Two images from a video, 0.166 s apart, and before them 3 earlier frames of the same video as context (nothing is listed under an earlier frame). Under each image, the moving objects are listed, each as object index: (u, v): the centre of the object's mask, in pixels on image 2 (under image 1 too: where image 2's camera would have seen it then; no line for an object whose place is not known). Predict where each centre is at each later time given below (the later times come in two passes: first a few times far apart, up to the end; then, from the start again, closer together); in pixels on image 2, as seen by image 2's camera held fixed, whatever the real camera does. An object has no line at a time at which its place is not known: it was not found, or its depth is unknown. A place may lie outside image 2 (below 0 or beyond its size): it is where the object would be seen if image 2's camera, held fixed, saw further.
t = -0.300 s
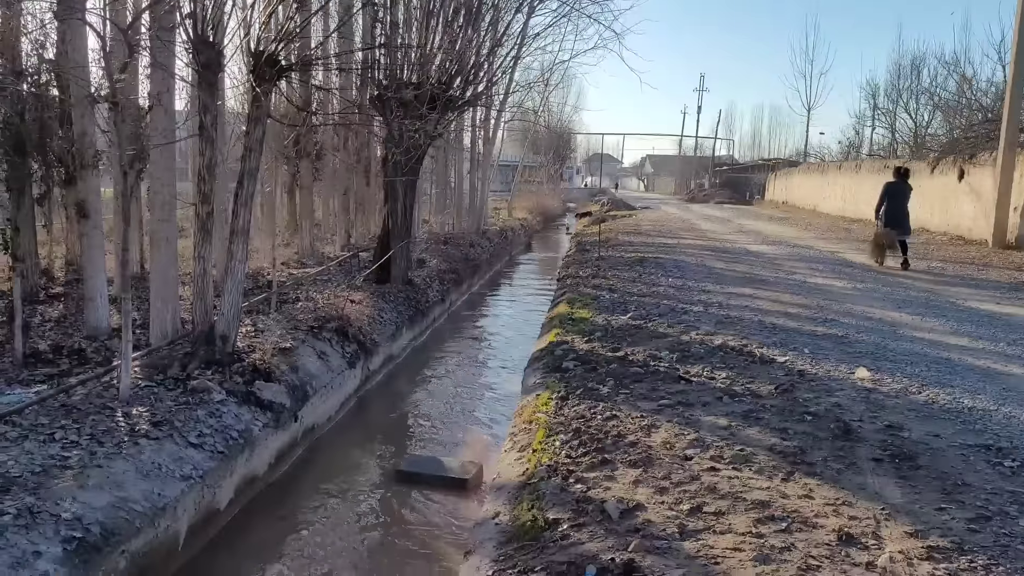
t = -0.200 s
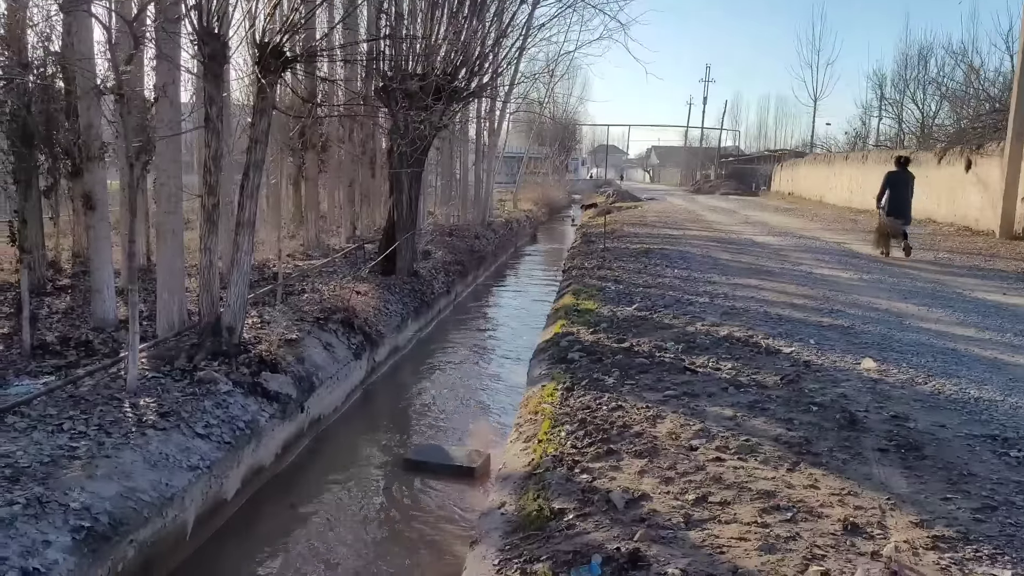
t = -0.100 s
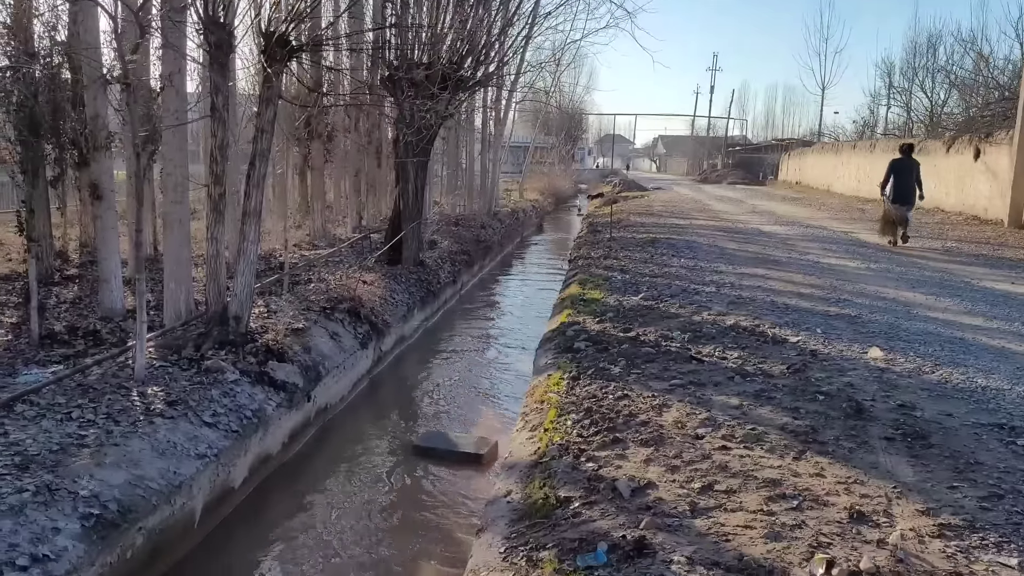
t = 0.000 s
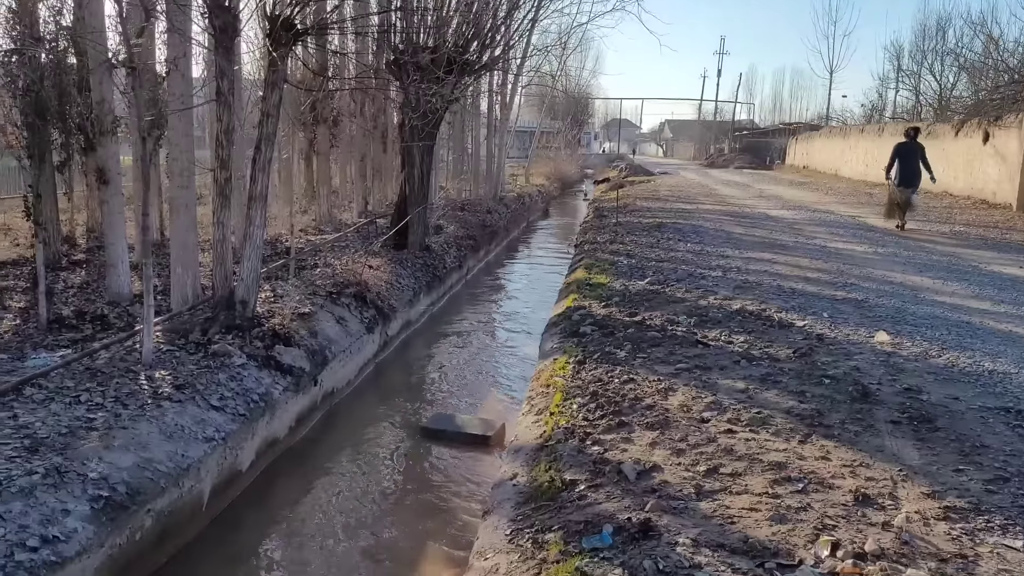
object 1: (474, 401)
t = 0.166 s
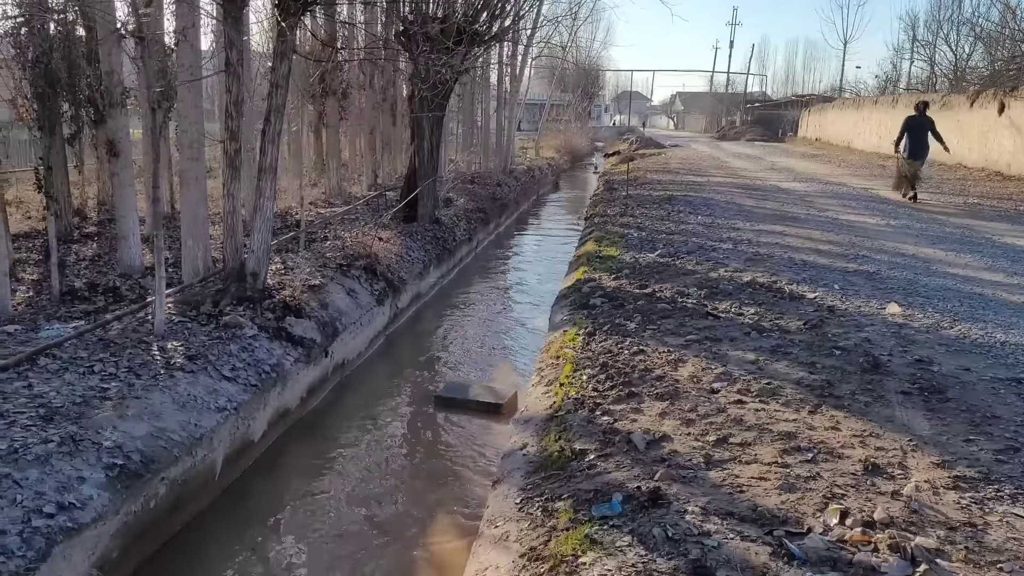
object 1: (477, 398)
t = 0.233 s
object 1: (478, 397)
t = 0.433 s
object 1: (483, 394)
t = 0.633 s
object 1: (488, 387)
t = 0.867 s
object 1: (490, 384)
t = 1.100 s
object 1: (494, 379)
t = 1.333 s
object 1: (496, 377)
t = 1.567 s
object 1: (499, 372)
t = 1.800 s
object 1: (496, 366)
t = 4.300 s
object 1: (518, 333)
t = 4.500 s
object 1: (518, 331)
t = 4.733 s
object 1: (520, 328)
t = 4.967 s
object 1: (521, 325)
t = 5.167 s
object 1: (521, 323)
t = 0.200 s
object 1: (478, 398)
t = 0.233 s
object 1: (478, 397)
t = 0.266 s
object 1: (478, 397)
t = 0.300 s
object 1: (479, 396)
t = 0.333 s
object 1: (480, 396)
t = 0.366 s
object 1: (481, 395)
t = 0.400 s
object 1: (482, 395)
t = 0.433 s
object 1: (483, 394)
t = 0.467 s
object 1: (483, 393)
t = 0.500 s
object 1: (484, 393)
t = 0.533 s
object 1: (484, 393)
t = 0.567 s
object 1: (485, 392)
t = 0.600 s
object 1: (485, 391)
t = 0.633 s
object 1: (488, 387)
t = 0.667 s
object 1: (489, 387)
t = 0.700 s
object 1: (490, 386)
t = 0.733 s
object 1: (490, 387)
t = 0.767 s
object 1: (490, 386)
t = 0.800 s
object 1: (490, 386)
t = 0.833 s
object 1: (490, 386)
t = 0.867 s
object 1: (490, 384)
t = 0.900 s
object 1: (490, 384)
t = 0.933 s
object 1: (490, 383)
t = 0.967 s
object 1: (493, 381)
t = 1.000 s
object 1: (493, 381)
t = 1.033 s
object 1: (494, 380)
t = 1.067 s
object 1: (494, 380)
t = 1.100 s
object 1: (494, 379)
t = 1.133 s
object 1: (494, 379)
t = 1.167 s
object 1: (494, 378)
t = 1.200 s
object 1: (495, 377)
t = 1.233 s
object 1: (496, 377)
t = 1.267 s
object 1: (495, 378)
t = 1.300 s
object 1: (496, 376)
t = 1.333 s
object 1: (496, 377)
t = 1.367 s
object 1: (497, 376)
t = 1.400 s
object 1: (497, 376)
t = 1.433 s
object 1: (498, 373)
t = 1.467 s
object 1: (498, 373)
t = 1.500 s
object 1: (498, 372)
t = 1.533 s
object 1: (499, 372)
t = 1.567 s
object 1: (499, 372)
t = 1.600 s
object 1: (499, 373)
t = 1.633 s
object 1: (499, 372)
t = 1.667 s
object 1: (500, 371)
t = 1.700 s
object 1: (500, 371)
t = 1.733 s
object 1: (500, 370)
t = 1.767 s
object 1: (500, 369)
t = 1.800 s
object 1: (496, 366)
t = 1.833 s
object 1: (489, 365)
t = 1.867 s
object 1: (490, 365)
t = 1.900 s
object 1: (494, 364)
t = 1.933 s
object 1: (496, 364)
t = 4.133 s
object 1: (517, 335)
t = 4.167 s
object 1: (517, 334)
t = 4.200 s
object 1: (518, 334)
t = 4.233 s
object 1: (518, 334)
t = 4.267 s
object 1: (518, 333)
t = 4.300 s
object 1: (518, 333)
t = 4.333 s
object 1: (518, 332)
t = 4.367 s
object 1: (518, 332)
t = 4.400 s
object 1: (518, 332)
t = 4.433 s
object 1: (518, 331)
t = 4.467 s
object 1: (518, 331)
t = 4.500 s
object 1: (518, 331)
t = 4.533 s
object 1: (519, 330)
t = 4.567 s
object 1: (519, 330)
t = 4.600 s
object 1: (519, 329)
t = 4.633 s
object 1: (519, 329)
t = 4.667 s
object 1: (519, 329)
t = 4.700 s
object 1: (519, 328)
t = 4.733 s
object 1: (520, 328)
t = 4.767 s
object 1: (520, 327)
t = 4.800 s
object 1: (520, 327)
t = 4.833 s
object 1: (520, 327)
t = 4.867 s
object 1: (520, 326)
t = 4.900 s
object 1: (520, 326)
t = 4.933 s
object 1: (520, 326)
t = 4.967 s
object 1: (521, 325)
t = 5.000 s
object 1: (521, 325)
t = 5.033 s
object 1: (521, 324)
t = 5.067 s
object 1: (521, 324)
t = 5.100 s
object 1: (521, 324)
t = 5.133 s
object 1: (521, 323)
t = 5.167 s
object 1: (521, 323)
